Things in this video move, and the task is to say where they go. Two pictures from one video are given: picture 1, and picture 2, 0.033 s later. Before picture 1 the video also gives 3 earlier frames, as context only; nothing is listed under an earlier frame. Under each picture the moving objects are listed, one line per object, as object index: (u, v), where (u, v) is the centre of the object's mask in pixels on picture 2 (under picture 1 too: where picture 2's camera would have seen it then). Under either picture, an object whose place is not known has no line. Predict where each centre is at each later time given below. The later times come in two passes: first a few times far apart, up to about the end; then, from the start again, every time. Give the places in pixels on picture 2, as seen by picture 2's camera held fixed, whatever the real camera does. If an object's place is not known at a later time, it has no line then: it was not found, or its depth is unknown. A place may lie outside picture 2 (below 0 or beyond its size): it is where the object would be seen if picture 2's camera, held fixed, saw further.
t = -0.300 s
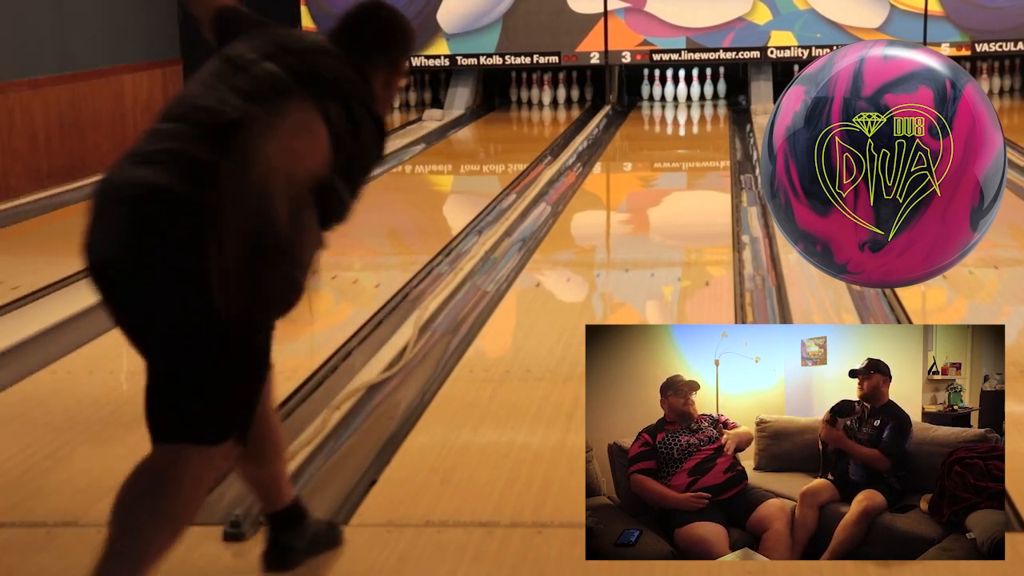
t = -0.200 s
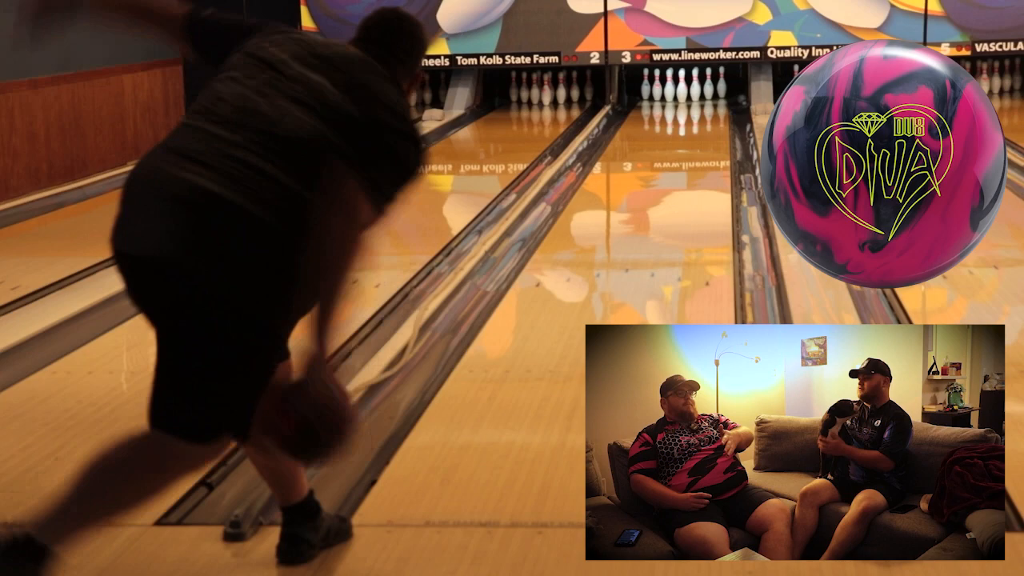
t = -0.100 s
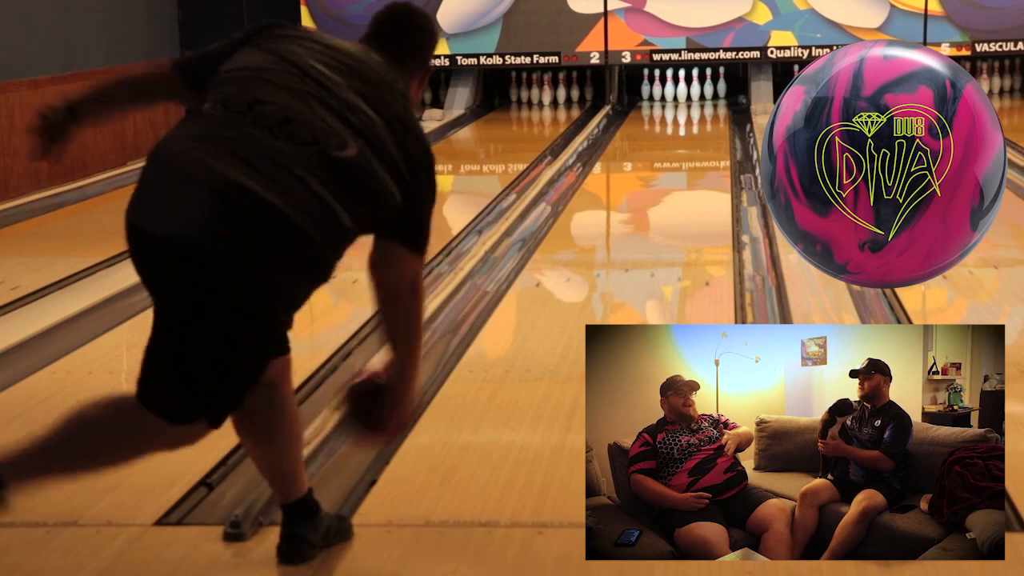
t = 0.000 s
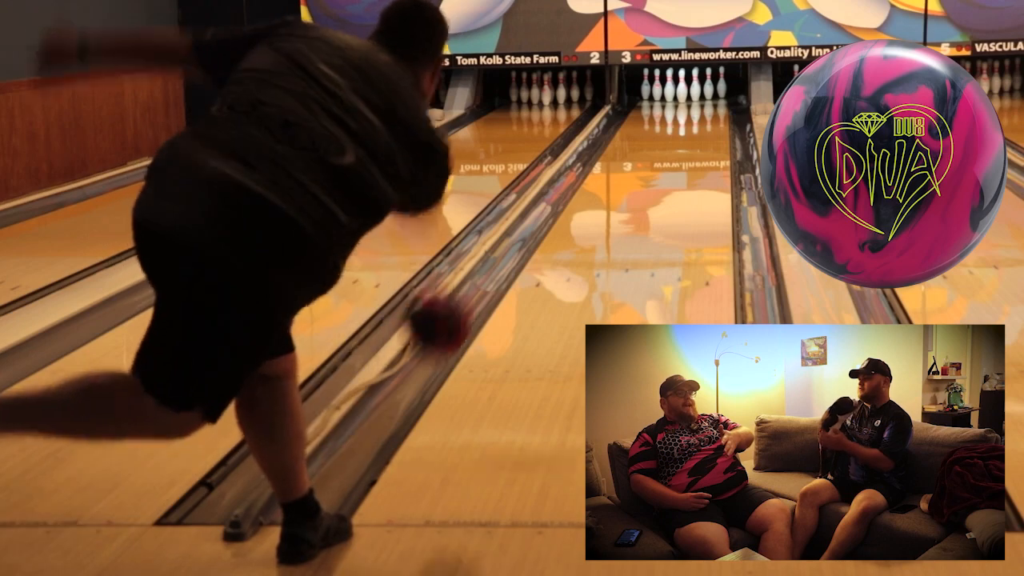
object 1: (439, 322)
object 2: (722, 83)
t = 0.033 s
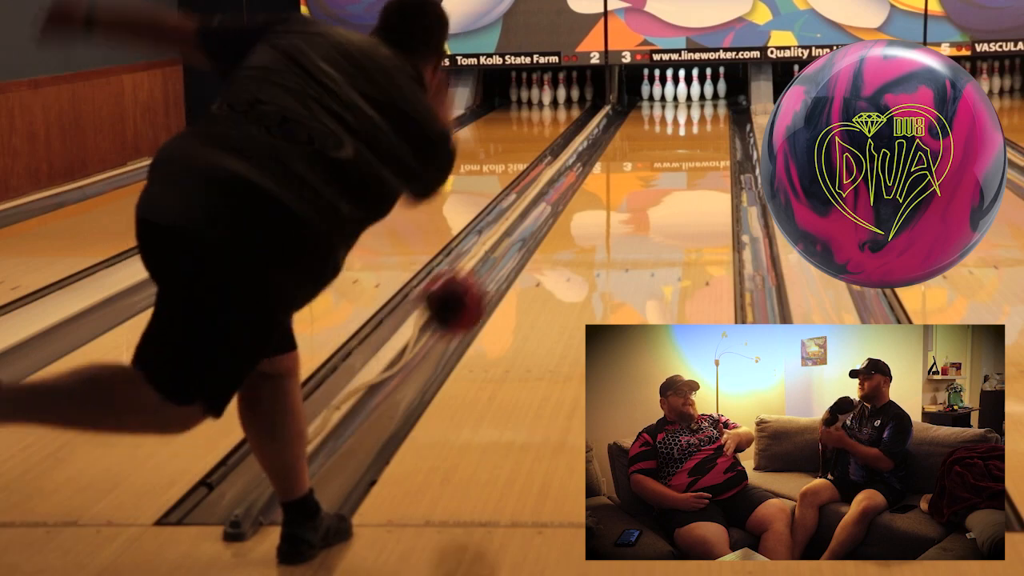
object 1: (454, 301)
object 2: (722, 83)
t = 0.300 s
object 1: (552, 276)
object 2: (722, 83)
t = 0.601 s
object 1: (619, 236)
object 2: (722, 83)
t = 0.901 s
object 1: (660, 191)
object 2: (722, 83)
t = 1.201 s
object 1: (688, 160)
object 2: (722, 82)
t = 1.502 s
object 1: (707, 137)
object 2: (722, 83)
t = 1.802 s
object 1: (713, 119)
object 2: (722, 83)
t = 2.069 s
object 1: (707, 107)
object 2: (722, 83)
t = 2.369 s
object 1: (687, 97)
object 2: (721, 83)
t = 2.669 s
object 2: (722, 82)
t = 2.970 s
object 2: (727, 82)
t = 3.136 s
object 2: (732, 85)
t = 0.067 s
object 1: (470, 285)
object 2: (721, 83)
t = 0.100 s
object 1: (484, 275)
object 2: (722, 83)
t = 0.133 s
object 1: (497, 268)
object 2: (722, 83)
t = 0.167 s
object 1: (509, 264)
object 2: (722, 83)
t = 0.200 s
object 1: (520, 263)
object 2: (721, 83)
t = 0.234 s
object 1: (531, 265)
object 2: (721, 83)
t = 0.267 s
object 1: (542, 269)
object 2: (721, 83)
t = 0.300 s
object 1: (552, 276)
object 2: (722, 83)
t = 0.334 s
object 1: (562, 284)
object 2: (721, 83)
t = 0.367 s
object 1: (572, 284)
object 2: (722, 83)
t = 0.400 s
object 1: (579, 273)
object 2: (722, 83)
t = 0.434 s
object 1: (586, 265)
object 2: (722, 83)
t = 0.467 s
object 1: (594, 261)
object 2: (721, 83)
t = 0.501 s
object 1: (600, 255)
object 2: (721, 83)
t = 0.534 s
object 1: (607, 248)
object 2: (722, 83)
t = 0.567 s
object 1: (612, 243)
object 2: (721, 83)
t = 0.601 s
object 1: (619, 236)
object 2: (722, 83)
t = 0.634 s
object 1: (624, 231)
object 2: (722, 83)
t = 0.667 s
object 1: (630, 225)
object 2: (722, 83)
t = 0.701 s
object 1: (634, 219)
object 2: (722, 83)
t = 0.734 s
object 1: (639, 214)
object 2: (721, 83)
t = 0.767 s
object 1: (643, 209)
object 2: (721, 83)
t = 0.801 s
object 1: (648, 204)
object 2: (721, 83)
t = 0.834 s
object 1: (652, 200)
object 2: (721, 83)
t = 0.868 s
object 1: (656, 195)
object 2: (722, 83)
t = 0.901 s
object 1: (660, 191)
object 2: (722, 83)
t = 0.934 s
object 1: (663, 187)
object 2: (722, 83)
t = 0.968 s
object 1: (667, 183)
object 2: (722, 83)
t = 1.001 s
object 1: (670, 179)
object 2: (722, 83)
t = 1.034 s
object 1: (674, 176)
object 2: (722, 83)
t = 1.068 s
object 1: (677, 172)
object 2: (722, 83)
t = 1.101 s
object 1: (680, 169)
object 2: (722, 83)
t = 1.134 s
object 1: (683, 166)
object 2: (722, 82)
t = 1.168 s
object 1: (685, 163)
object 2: (722, 82)
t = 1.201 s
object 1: (688, 160)
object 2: (722, 82)
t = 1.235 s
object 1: (691, 157)
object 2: (721, 83)
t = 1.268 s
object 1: (693, 154)
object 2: (721, 83)
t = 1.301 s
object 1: (695, 151)
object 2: (721, 83)
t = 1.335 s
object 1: (698, 149)
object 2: (721, 83)
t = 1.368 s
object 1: (700, 146)
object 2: (722, 83)
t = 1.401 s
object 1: (702, 144)
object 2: (721, 83)
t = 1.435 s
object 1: (703, 141)
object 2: (722, 83)
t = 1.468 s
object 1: (705, 139)
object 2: (722, 83)
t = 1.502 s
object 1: (707, 137)
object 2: (722, 83)
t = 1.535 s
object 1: (708, 135)
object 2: (721, 83)
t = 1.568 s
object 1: (709, 132)
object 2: (721, 83)
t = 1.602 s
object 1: (710, 130)
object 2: (721, 83)
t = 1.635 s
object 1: (711, 128)
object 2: (721, 83)
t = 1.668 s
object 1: (712, 126)
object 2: (721, 83)
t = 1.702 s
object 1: (713, 124)
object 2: (722, 83)
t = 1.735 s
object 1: (713, 122)
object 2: (721, 83)
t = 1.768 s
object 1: (713, 120)
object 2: (722, 83)
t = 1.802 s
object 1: (713, 119)
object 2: (722, 83)
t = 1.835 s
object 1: (713, 117)
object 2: (721, 83)
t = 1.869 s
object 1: (713, 115)
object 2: (722, 83)
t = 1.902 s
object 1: (712, 113)
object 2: (722, 83)
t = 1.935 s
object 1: (712, 112)
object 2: (722, 83)
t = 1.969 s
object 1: (711, 111)
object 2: (721, 83)
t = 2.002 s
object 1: (709, 110)
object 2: (721, 83)
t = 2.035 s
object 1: (708, 108)
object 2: (722, 83)
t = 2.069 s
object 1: (707, 107)
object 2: (722, 83)
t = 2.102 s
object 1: (705, 106)
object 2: (721, 83)
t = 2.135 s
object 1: (704, 105)
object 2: (721, 83)
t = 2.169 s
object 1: (702, 103)
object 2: (721, 83)
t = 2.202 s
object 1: (700, 102)
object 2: (722, 83)
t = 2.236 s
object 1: (698, 101)
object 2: (722, 83)
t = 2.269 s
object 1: (696, 100)
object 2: (722, 83)
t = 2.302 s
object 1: (693, 99)
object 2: (721, 83)
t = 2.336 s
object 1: (690, 98)
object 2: (722, 83)
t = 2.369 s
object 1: (687, 97)
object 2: (721, 83)
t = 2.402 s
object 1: (684, 96)
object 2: (722, 83)
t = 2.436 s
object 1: (682, 96)
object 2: (722, 83)
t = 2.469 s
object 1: (680, 94)
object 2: (722, 83)
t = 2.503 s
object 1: (678, 94)
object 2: (721, 83)
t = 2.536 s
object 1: (674, 93)
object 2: (722, 83)
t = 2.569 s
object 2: (722, 83)
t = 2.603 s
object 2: (721, 82)
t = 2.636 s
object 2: (723, 81)
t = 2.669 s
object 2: (722, 82)
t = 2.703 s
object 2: (721, 78)
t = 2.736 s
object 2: (721, 78)
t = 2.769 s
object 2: (722, 78)
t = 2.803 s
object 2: (723, 79)
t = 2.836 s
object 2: (724, 79)
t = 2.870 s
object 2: (725, 80)
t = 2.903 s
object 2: (726, 79)
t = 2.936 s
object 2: (727, 80)
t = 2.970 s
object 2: (727, 82)
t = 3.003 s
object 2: (728, 82)
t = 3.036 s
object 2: (729, 83)
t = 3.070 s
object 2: (730, 83)
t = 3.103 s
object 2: (732, 83)
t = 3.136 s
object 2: (732, 85)
